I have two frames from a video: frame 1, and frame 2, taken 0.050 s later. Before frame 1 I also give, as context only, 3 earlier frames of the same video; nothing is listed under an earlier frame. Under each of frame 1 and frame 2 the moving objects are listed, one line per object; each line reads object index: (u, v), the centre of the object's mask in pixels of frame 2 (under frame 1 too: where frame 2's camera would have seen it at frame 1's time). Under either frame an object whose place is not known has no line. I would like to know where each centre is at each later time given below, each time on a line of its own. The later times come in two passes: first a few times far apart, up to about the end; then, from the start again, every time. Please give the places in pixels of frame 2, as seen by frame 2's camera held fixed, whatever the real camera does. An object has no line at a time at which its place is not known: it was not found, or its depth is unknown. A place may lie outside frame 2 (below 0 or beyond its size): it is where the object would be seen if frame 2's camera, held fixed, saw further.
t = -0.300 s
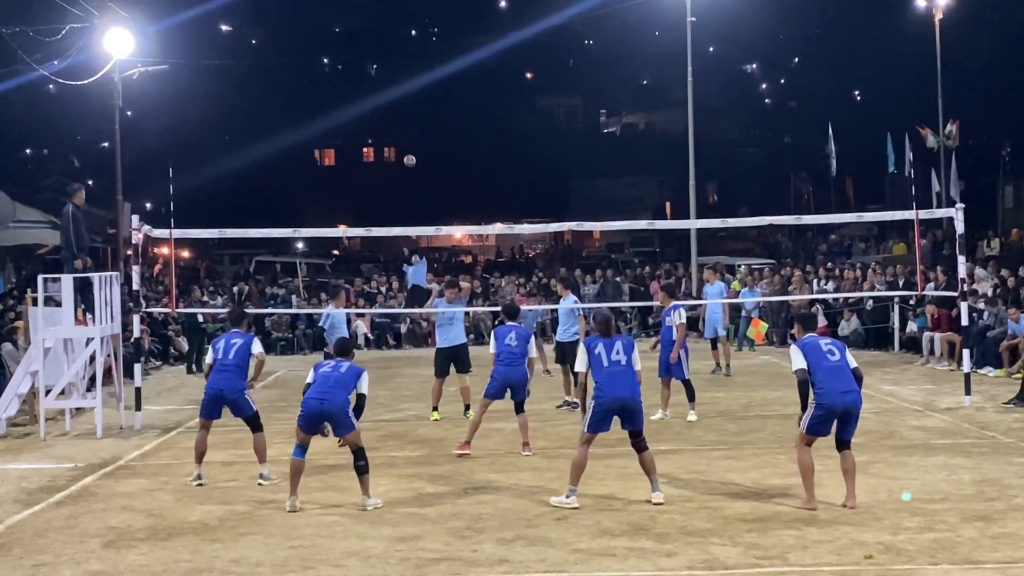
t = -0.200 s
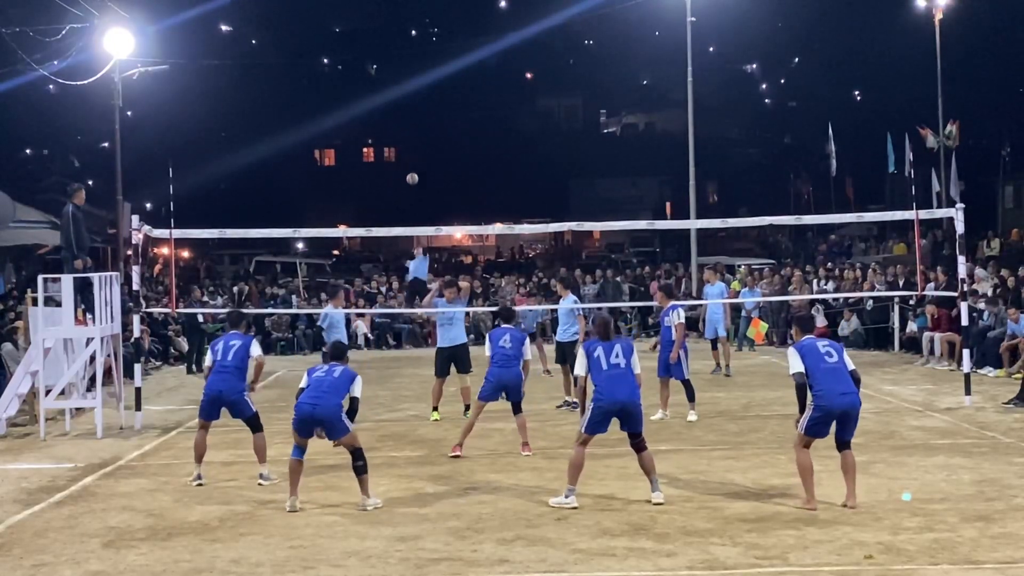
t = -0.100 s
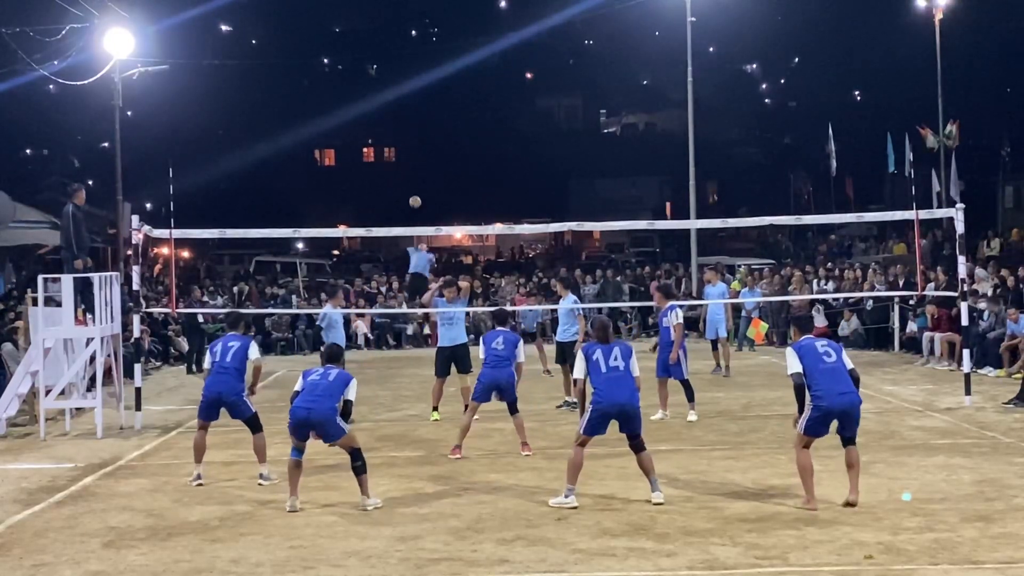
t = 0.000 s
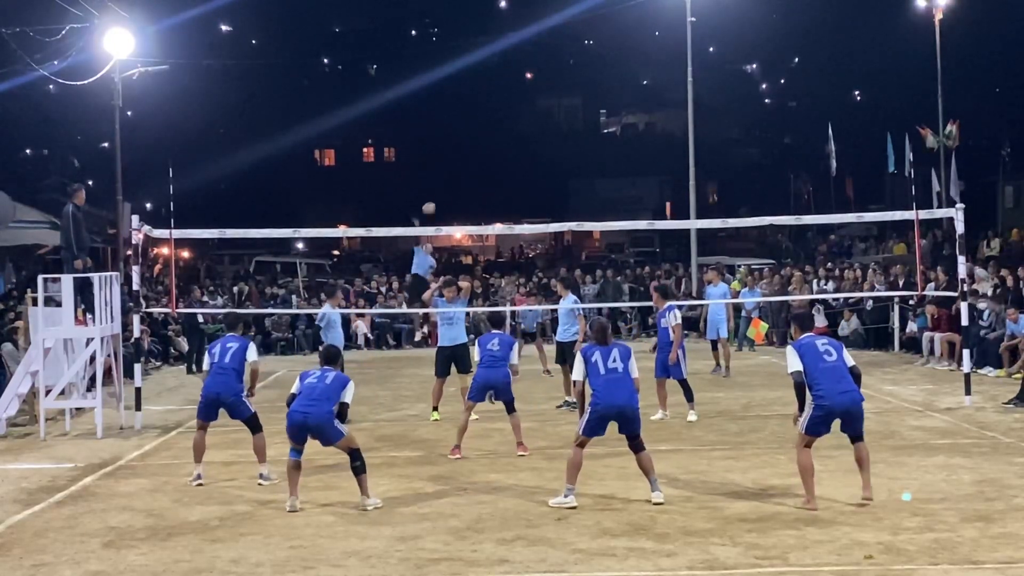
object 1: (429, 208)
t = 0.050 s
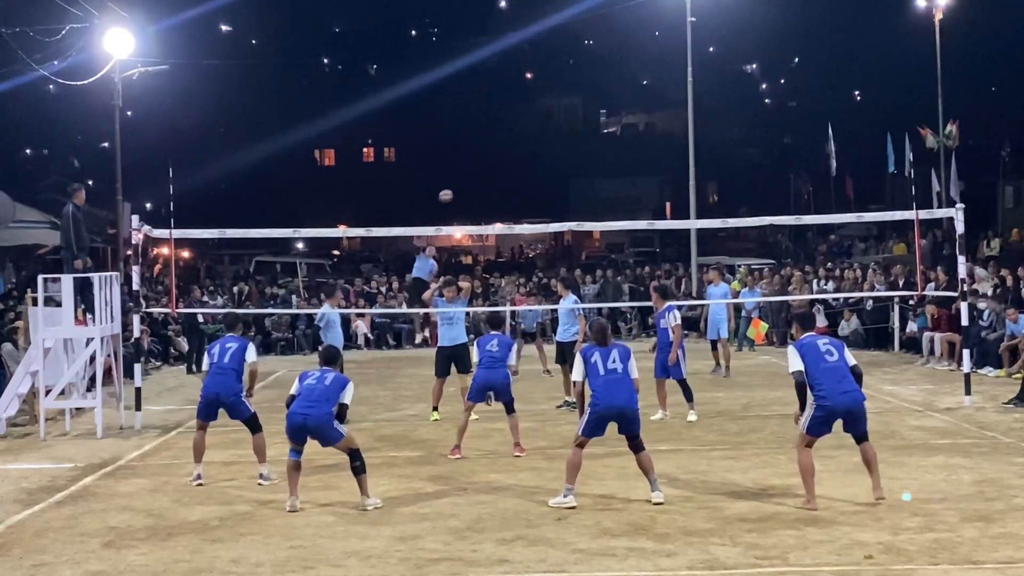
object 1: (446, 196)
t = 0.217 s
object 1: (511, 168)
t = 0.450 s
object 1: (635, 173)
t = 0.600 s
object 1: (739, 214)
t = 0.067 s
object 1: (451, 192)
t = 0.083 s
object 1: (457, 189)
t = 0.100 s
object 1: (463, 185)
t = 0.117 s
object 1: (470, 182)
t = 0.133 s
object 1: (476, 179)
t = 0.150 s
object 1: (483, 176)
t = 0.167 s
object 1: (490, 174)
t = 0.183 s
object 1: (497, 172)
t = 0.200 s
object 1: (504, 170)
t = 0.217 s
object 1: (511, 168)
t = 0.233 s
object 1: (519, 166)
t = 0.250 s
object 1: (526, 165)
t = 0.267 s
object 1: (534, 164)
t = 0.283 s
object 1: (542, 163)
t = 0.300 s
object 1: (551, 163)
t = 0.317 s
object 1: (559, 163)
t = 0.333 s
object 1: (568, 163)
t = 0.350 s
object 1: (577, 163)
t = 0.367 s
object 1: (586, 164)
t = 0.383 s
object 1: (595, 165)
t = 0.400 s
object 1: (605, 166)
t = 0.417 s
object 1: (615, 169)
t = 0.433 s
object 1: (625, 170)
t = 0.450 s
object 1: (635, 173)
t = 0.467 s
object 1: (645, 176)
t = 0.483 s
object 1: (656, 179)
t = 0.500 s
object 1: (667, 183)
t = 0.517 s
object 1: (678, 187)
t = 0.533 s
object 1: (690, 192)
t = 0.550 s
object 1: (704, 197)
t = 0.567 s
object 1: (714, 202)
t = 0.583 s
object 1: (726, 208)
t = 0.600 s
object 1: (739, 214)
